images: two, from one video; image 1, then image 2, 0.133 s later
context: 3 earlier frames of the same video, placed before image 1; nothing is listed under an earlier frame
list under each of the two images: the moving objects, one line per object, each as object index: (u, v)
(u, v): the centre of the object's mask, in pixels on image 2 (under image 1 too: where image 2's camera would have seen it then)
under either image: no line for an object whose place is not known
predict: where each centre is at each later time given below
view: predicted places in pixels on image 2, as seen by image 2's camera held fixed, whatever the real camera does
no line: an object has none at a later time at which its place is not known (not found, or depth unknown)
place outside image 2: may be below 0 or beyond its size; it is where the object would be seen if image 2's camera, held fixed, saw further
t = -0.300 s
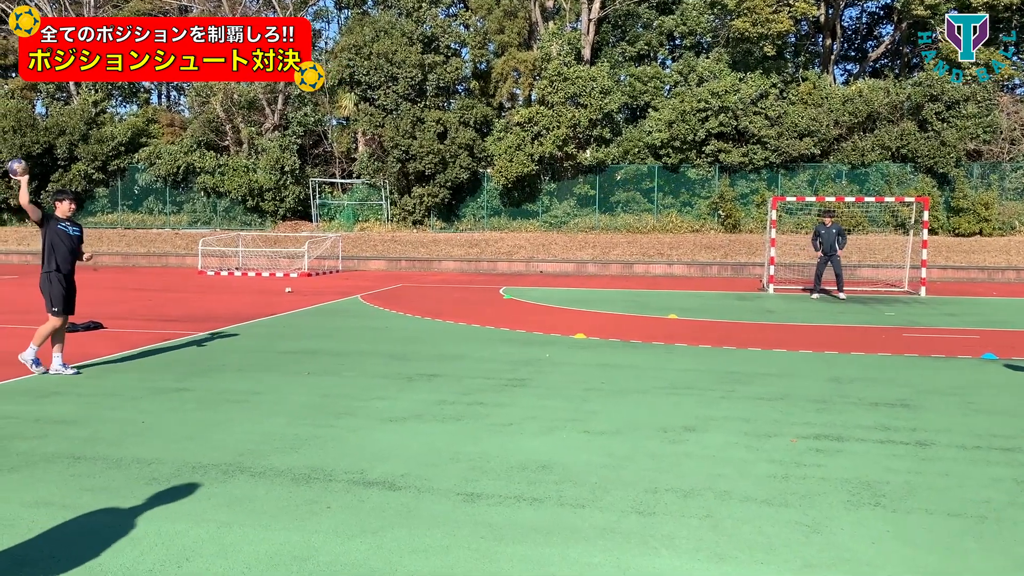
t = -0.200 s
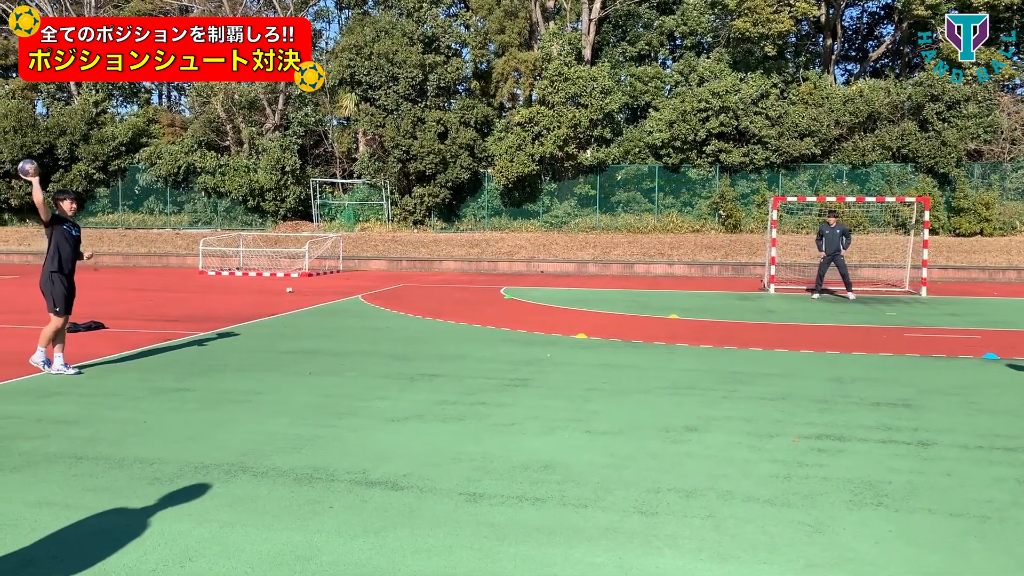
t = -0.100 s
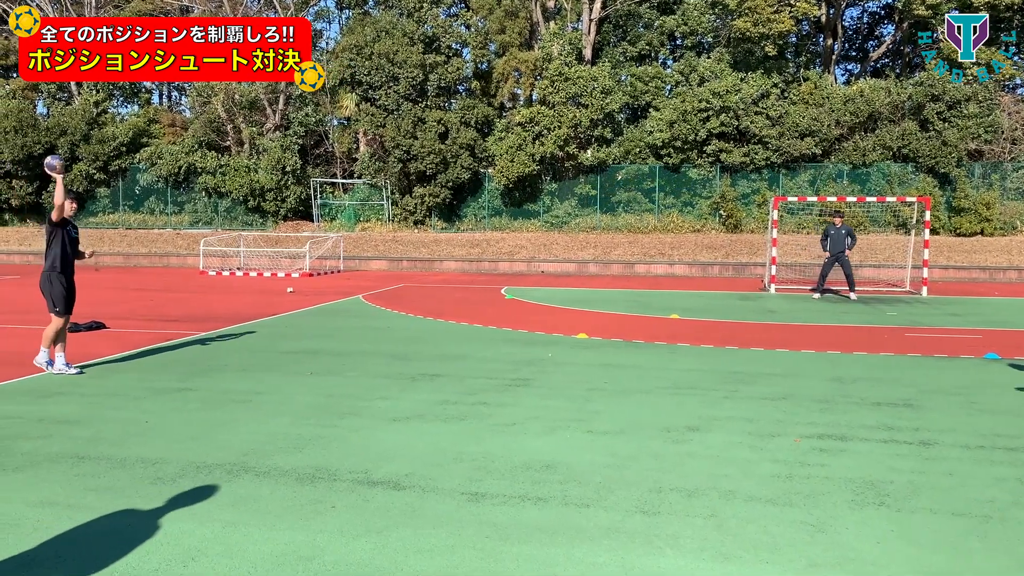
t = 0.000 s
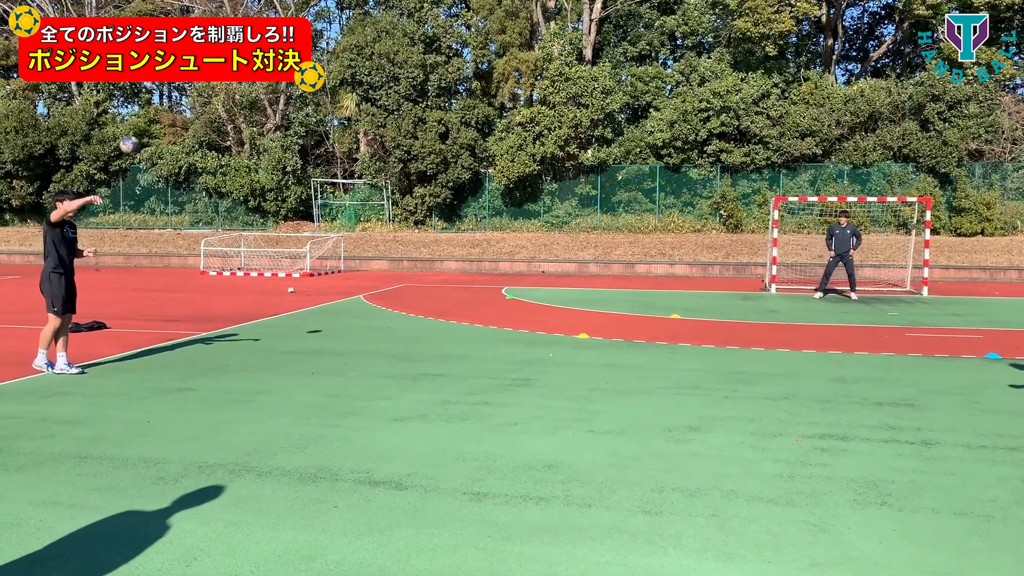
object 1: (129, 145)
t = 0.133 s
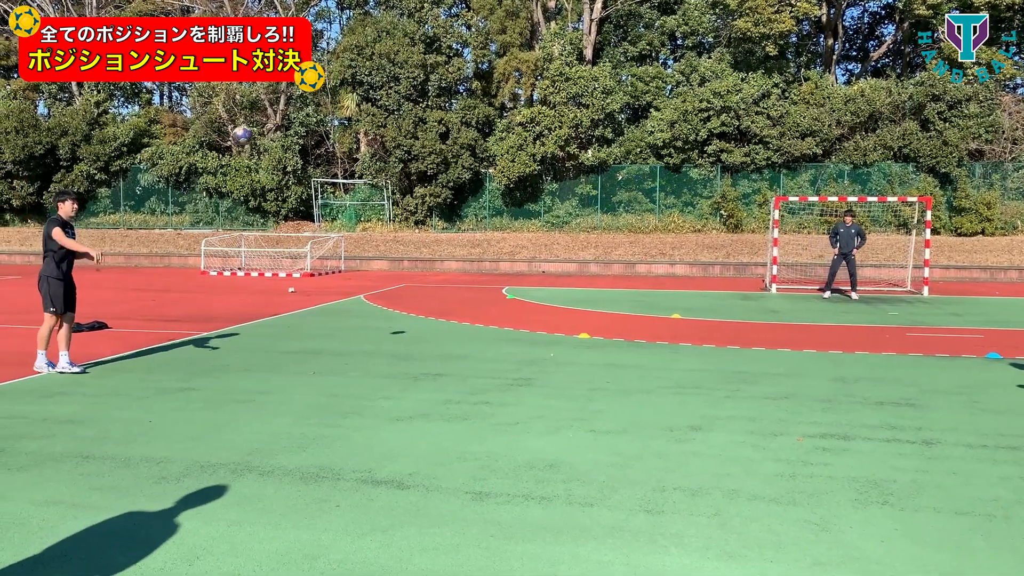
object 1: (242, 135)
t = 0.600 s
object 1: (674, 255)
